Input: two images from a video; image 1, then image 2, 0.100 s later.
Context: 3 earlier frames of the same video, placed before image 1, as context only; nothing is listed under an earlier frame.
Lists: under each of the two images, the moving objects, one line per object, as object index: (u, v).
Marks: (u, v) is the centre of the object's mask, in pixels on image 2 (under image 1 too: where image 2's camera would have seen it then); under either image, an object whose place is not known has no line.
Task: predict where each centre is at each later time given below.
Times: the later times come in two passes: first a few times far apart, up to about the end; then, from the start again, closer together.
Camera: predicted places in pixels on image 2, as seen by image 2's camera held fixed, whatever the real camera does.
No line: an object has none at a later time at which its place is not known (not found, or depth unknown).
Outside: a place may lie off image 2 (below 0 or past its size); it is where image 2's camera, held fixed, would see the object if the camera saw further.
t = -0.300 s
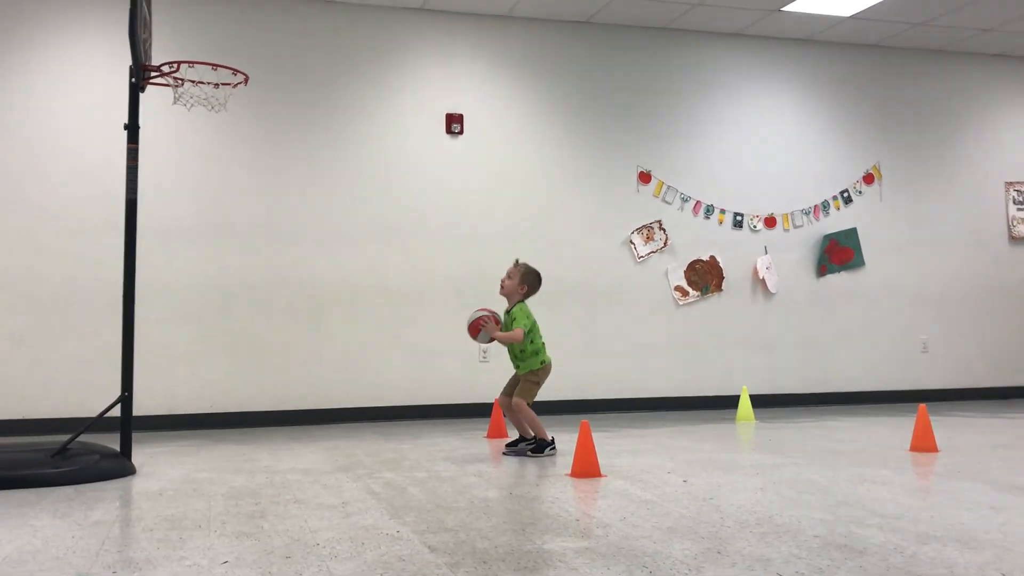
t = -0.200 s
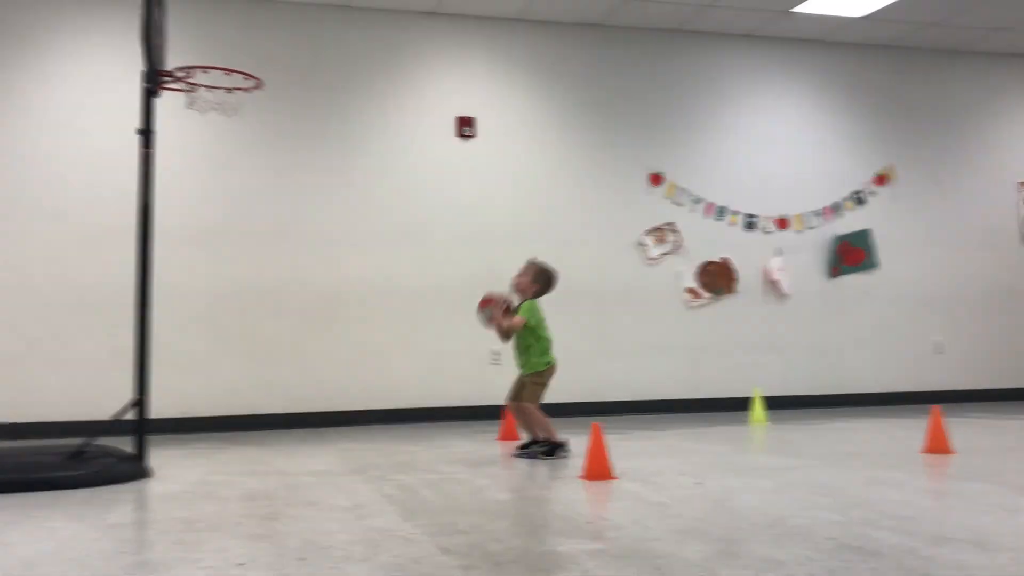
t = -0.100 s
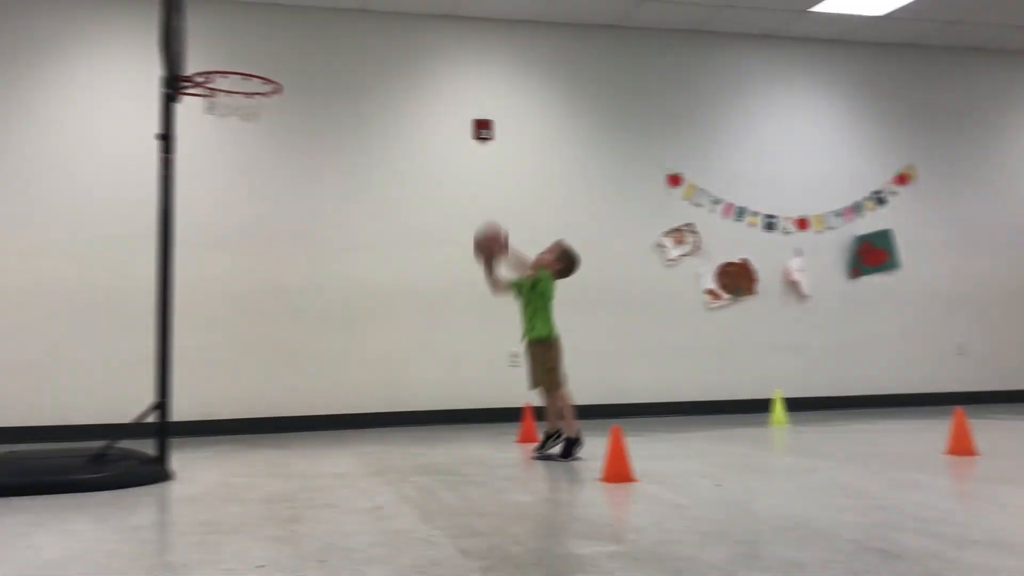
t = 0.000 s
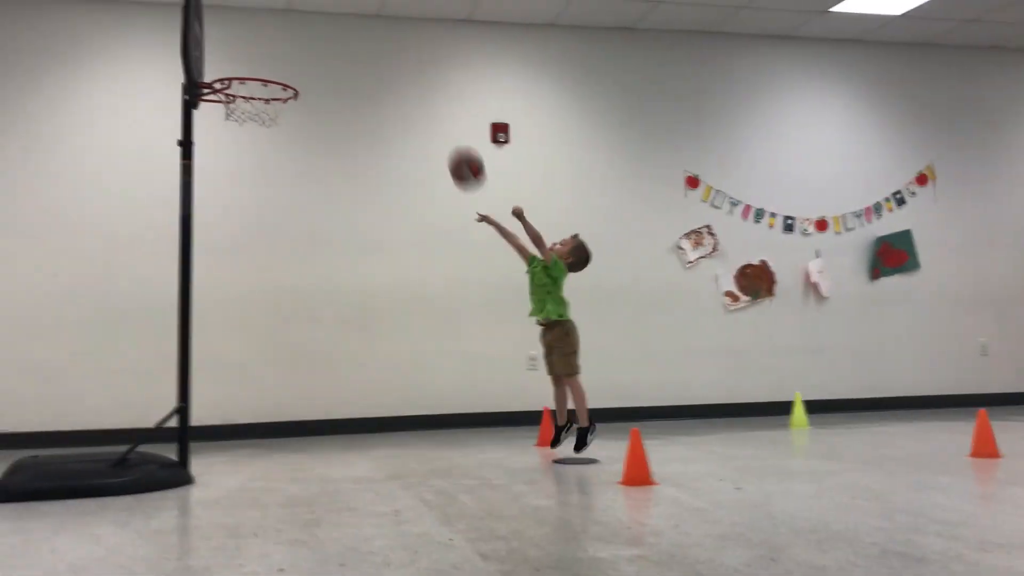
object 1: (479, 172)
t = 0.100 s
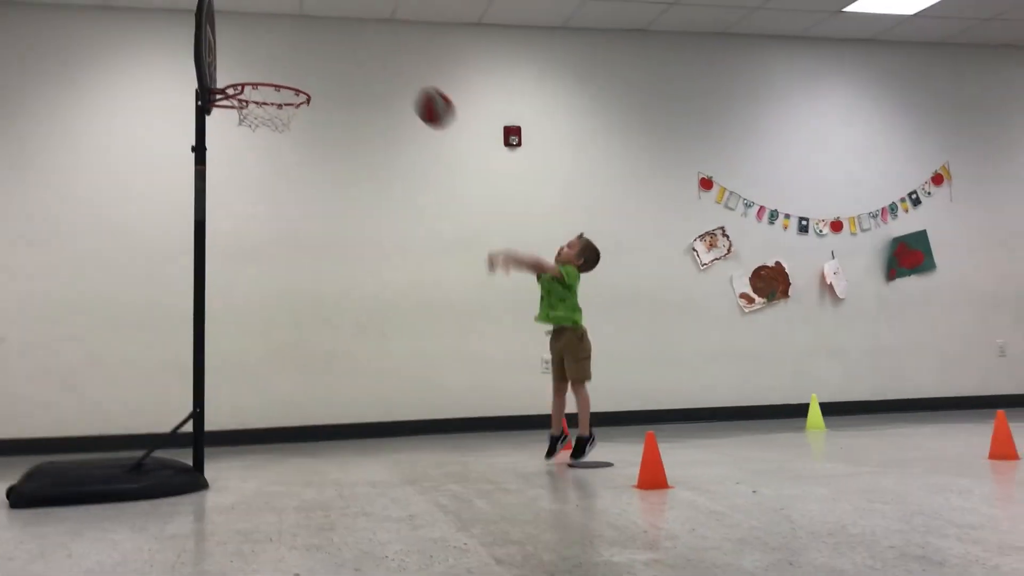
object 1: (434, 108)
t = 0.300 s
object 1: (343, 34)
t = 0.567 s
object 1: (231, 60)
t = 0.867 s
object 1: (259, 36)
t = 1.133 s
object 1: (294, 182)
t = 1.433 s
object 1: (335, 450)
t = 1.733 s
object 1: (378, 259)
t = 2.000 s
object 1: (423, 296)
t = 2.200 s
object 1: (463, 473)
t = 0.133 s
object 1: (420, 90)
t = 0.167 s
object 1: (404, 75)
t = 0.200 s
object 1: (388, 62)
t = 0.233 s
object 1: (374, 51)
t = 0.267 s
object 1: (360, 42)
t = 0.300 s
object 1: (343, 34)
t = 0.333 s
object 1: (327, 29)
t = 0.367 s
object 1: (313, 27)
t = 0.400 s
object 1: (296, 26)
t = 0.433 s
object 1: (280, 29)
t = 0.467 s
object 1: (263, 34)
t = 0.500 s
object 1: (247, 41)
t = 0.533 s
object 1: (233, 48)
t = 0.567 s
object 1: (231, 60)
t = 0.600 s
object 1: (235, 63)
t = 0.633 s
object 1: (237, 52)
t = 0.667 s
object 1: (240, 43)
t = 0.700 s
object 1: (243, 36)
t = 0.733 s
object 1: (246, 31)
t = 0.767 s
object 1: (248, 29)
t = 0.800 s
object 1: (252, 29)
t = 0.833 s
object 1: (255, 31)
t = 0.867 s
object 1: (259, 36)
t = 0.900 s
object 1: (263, 45)
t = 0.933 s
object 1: (267, 56)
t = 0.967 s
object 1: (271, 70)
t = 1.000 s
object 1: (275, 84)
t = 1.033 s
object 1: (279, 105)
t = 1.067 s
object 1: (284, 128)
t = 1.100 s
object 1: (290, 154)
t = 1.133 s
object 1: (294, 182)
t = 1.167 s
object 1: (298, 214)
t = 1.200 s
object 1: (302, 250)
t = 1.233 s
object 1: (306, 288)
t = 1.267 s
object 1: (310, 331)
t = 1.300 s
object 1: (315, 377)
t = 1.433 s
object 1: (335, 450)
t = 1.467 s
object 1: (340, 411)
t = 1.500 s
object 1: (345, 383)
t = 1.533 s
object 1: (349, 358)
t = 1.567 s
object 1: (354, 335)
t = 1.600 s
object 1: (359, 315)
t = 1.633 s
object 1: (362, 297)
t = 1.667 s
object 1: (367, 282)
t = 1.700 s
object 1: (373, 269)
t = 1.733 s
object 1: (378, 259)
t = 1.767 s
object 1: (384, 253)
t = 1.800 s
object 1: (389, 250)
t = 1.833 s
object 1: (394, 249)
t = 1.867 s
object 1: (398, 252)
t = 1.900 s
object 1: (405, 257)
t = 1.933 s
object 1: (410, 267)
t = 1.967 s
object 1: (417, 279)
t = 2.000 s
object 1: (423, 296)
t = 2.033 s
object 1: (430, 317)
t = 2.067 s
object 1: (436, 337)
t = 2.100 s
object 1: (442, 365)
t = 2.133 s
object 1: (449, 396)
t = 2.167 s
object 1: (456, 432)
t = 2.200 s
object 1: (463, 473)
